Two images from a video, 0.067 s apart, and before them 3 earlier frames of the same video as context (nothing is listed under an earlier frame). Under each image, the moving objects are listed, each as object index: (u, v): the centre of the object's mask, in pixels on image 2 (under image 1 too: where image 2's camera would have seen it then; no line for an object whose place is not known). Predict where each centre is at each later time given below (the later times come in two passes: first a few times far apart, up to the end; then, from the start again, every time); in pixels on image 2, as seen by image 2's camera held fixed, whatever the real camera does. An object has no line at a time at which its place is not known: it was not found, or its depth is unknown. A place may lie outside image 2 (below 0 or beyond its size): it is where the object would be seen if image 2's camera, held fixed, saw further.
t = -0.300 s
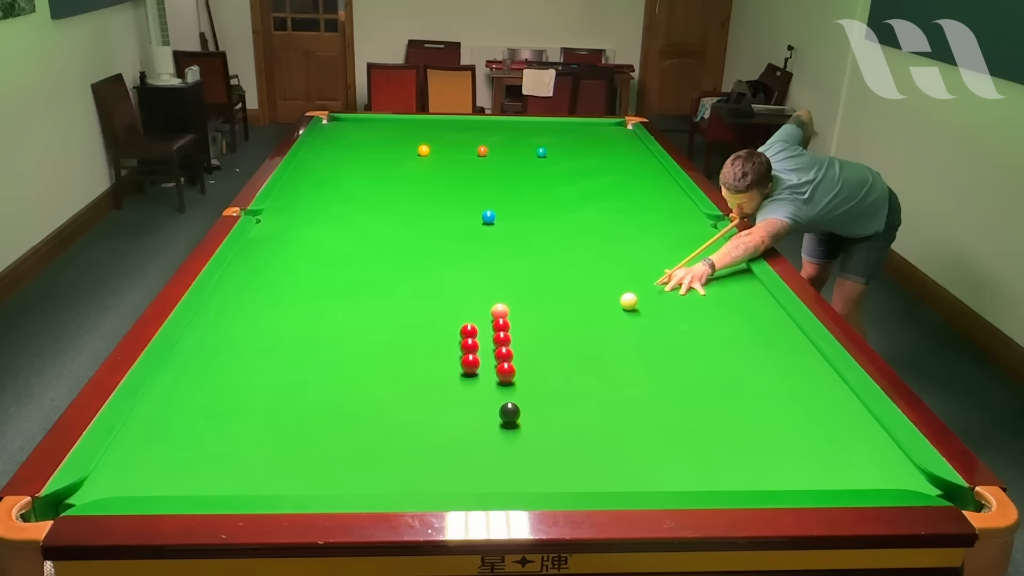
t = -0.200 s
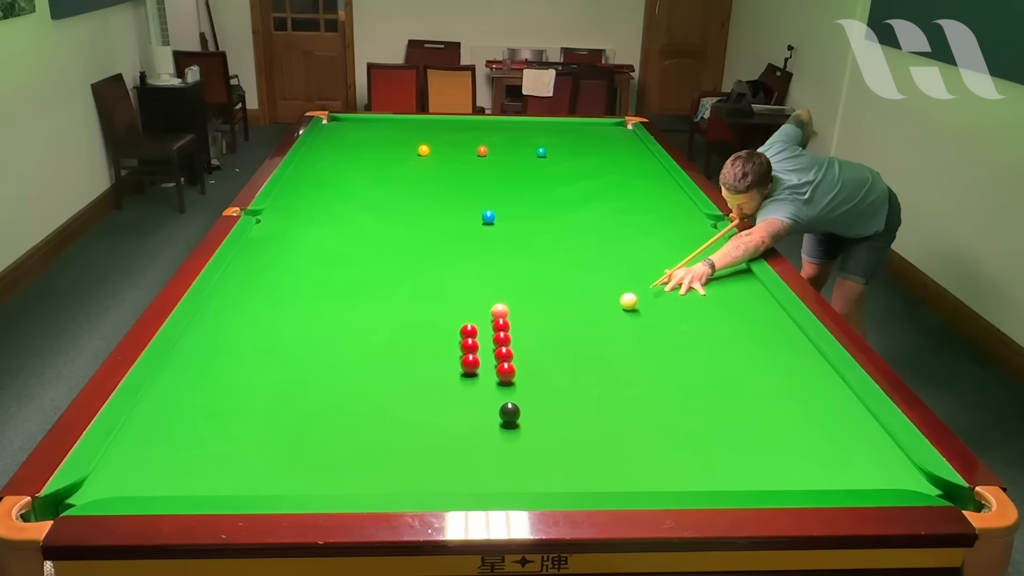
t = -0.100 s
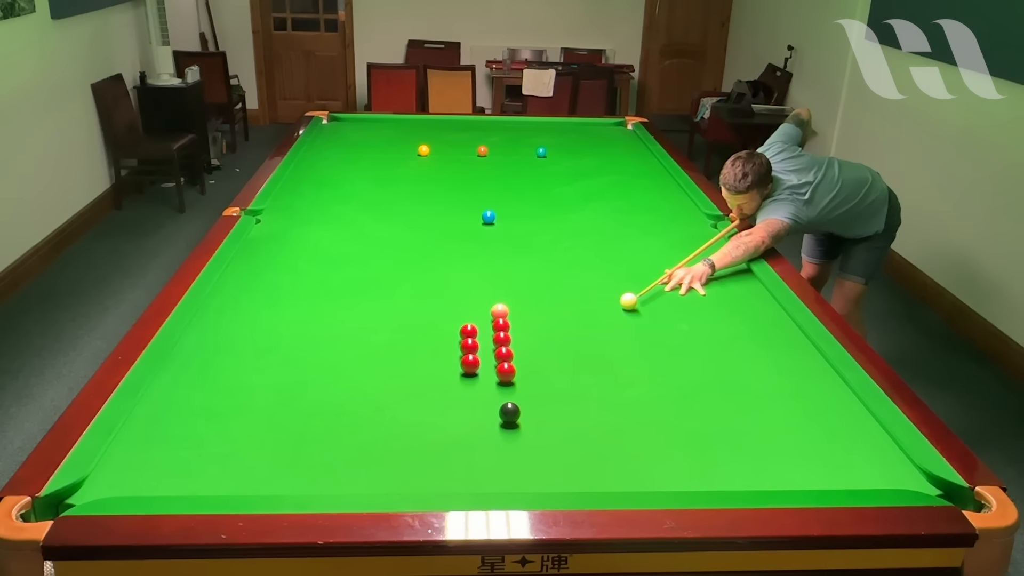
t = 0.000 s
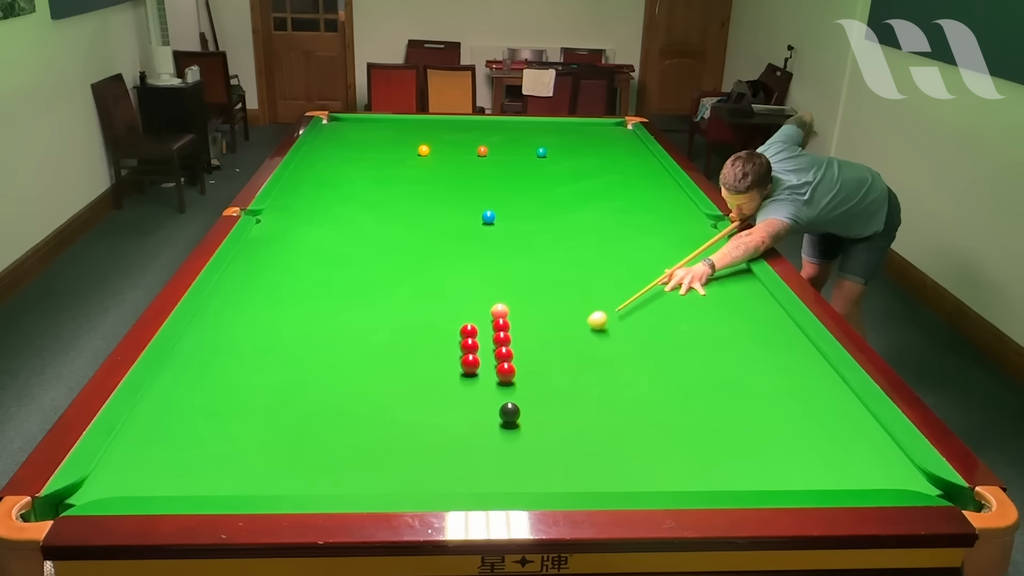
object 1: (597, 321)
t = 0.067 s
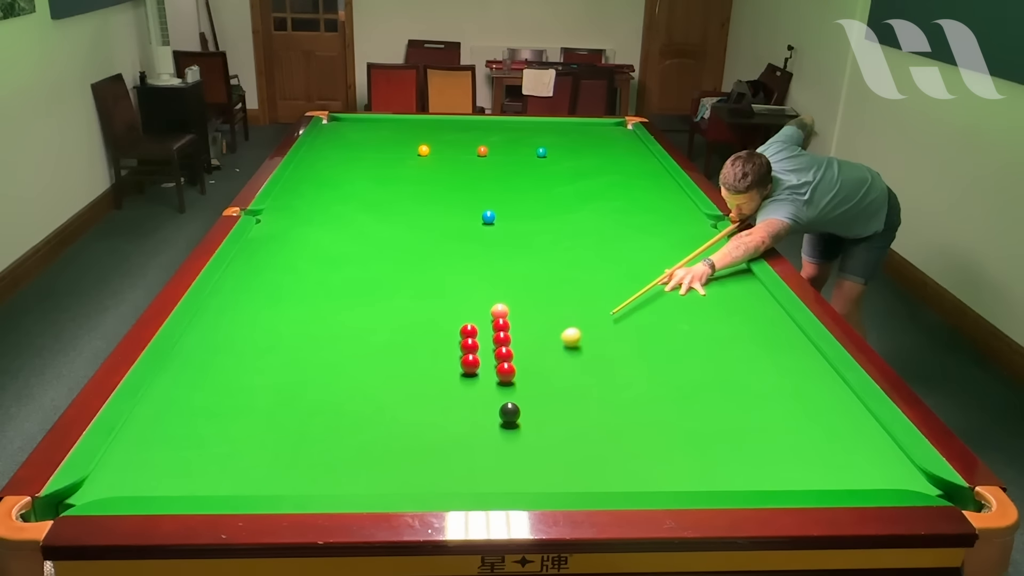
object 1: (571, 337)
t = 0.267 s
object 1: (531, 377)
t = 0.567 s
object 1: (551, 409)
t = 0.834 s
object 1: (571, 439)
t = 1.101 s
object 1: (592, 472)
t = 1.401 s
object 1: (610, 473)
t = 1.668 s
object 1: (620, 454)
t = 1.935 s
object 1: (629, 438)
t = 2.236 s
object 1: (638, 422)
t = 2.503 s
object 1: (645, 410)
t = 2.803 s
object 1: (651, 399)
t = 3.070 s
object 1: (656, 391)
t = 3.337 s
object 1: (660, 383)
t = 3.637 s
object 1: (664, 377)
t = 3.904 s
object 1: (666, 372)
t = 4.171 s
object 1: (668, 368)
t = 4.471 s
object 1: (670, 365)
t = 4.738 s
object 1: (670, 364)
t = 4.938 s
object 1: (670, 363)
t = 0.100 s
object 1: (558, 346)
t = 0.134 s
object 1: (544, 355)
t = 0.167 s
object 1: (530, 363)
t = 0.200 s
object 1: (524, 370)
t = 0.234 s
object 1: (528, 374)
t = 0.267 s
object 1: (531, 377)
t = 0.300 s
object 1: (533, 380)
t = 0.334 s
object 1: (535, 384)
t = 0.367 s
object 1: (537, 387)
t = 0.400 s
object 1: (540, 391)
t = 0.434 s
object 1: (542, 394)
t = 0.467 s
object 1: (544, 398)
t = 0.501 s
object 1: (546, 402)
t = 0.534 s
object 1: (549, 405)
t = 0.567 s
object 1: (551, 409)
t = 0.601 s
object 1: (553, 413)
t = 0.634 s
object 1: (556, 416)
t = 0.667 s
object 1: (558, 420)
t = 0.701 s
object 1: (561, 424)
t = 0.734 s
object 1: (563, 428)
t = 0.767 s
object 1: (566, 432)
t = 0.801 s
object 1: (568, 435)
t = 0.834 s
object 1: (571, 439)
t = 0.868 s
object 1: (573, 443)
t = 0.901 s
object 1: (576, 447)
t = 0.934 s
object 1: (579, 451)
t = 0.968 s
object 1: (581, 456)
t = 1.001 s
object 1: (584, 460)
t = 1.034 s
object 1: (587, 464)
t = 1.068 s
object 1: (590, 468)
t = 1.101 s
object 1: (592, 472)
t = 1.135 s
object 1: (595, 477)
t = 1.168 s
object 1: (598, 480)
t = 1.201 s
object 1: (601, 482)
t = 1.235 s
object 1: (603, 483)
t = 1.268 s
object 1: (605, 482)
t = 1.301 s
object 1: (606, 480)
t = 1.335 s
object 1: (607, 478)
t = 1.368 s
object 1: (609, 476)
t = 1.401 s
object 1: (610, 473)
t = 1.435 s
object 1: (611, 470)
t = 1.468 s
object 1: (613, 468)
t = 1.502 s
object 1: (614, 466)
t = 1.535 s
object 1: (615, 463)
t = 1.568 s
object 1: (617, 461)
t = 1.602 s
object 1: (618, 458)
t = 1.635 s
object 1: (619, 456)
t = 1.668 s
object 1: (620, 454)
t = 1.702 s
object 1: (621, 452)
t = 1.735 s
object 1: (622, 450)
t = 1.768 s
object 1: (624, 448)
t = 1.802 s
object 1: (625, 446)
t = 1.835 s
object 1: (626, 444)
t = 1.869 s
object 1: (627, 442)
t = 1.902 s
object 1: (628, 440)
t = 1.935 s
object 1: (629, 438)
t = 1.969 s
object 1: (630, 436)
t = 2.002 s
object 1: (631, 434)
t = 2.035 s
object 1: (632, 432)
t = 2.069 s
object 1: (633, 431)
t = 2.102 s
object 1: (634, 429)
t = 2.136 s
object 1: (635, 427)
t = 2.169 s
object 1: (636, 426)
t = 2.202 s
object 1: (637, 424)
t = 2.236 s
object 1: (638, 422)
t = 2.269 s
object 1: (638, 421)
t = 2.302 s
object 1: (639, 419)
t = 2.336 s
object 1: (640, 418)
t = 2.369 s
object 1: (641, 416)
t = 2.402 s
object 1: (642, 415)
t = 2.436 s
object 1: (643, 413)
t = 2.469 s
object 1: (644, 412)
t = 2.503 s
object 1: (645, 410)
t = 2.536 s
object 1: (645, 409)
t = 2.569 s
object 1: (646, 408)
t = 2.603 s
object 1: (647, 406)
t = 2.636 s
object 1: (648, 405)
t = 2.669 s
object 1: (648, 404)
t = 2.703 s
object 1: (649, 403)
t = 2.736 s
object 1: (650, 402)
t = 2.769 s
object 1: (650, 400)
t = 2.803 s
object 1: (651, 399)
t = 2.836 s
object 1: (652, 398)
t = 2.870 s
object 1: (652, 397)
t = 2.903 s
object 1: (653, 396)
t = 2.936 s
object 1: (654, 395)
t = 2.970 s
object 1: (654, 394)
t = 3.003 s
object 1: (655, 392)
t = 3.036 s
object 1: (655, 392)
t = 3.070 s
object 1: (656, 391)
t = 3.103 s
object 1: (656, 390)
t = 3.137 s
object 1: (657, 389)
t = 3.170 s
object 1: (658, 388)
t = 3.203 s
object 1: (658, 387)
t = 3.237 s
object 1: (659, 386)
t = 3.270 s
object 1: (659, 385)
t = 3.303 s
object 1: (660, 384)
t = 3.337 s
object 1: (660, 383)
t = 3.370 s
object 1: (660, 382)
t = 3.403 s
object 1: (661, 382)
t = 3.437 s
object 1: (661, 381)
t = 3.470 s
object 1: (662, 380)
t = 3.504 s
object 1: (662, 379)
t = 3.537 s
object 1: (663, 379)
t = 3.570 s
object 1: (663, 378)
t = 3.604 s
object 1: (663, 377)
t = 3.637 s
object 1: (664, 377)
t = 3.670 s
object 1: (664, 376)
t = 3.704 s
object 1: (665, 375)
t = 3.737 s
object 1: (665, 375)
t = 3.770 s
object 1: (665, 374)
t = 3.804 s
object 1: (666, 373)
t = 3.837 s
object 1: (666, 373)
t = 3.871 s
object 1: (666, 372)
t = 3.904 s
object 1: (666, 372)
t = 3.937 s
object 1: (667, 371)
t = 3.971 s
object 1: (667, 371)
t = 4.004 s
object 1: (667, 370)
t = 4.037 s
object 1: (668, 370)
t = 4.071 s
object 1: (668, 369)
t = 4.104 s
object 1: (668, 369)
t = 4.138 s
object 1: (668, 369)
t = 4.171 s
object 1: (668, 368)
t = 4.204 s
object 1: (669, 368)
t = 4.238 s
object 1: (669, 367)
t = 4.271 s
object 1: (669, 367)
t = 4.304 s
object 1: (669, 367)
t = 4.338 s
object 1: (669, 366)
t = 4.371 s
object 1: (669, 366)
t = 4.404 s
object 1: (669, 366)
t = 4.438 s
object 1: (670, 365)
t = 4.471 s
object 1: (670, 365)
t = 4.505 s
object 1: (670, 365)
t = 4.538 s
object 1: (670, 365)
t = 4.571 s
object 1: (670, 364)
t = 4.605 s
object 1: (670, 364)
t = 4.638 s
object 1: (670, 364)
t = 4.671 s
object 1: (670, 364)
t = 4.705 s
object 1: (670, 364)
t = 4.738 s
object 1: (670, 364)
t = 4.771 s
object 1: (670, 364)
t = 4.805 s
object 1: (670, 363)
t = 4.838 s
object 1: (670, 363)
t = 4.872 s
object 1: (670, 363)
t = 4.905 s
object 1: (670, 363)
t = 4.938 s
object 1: (670, 363)
